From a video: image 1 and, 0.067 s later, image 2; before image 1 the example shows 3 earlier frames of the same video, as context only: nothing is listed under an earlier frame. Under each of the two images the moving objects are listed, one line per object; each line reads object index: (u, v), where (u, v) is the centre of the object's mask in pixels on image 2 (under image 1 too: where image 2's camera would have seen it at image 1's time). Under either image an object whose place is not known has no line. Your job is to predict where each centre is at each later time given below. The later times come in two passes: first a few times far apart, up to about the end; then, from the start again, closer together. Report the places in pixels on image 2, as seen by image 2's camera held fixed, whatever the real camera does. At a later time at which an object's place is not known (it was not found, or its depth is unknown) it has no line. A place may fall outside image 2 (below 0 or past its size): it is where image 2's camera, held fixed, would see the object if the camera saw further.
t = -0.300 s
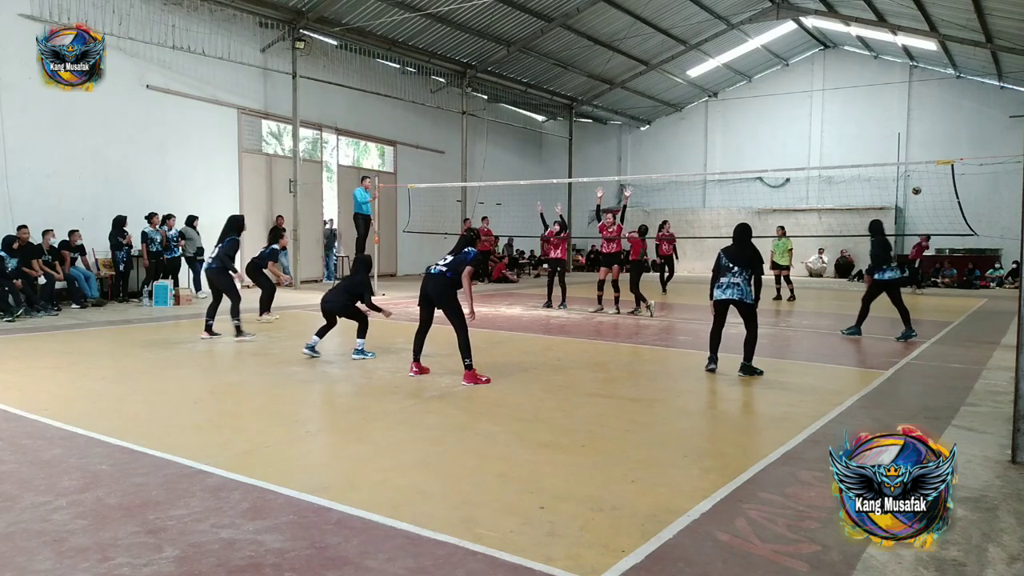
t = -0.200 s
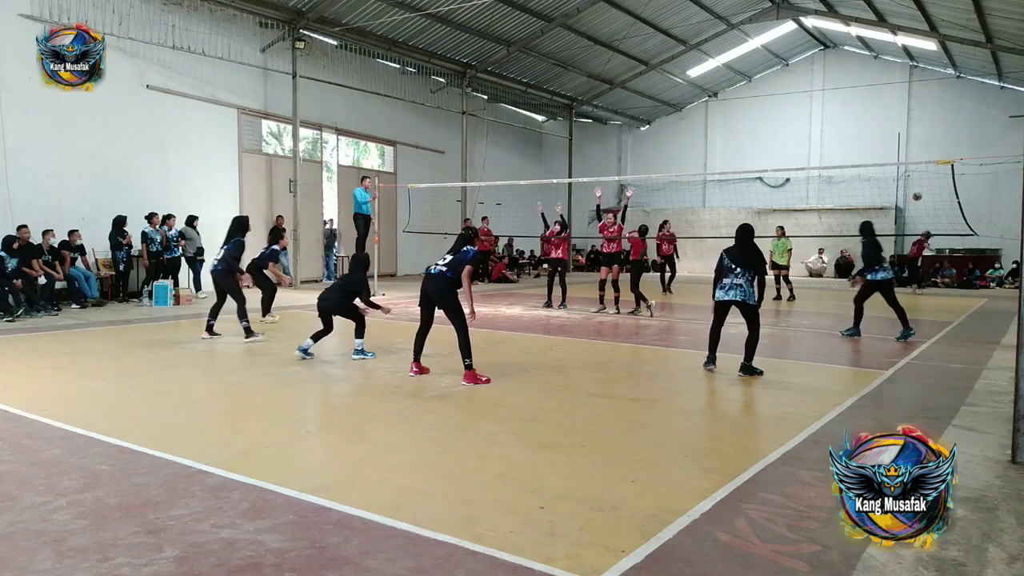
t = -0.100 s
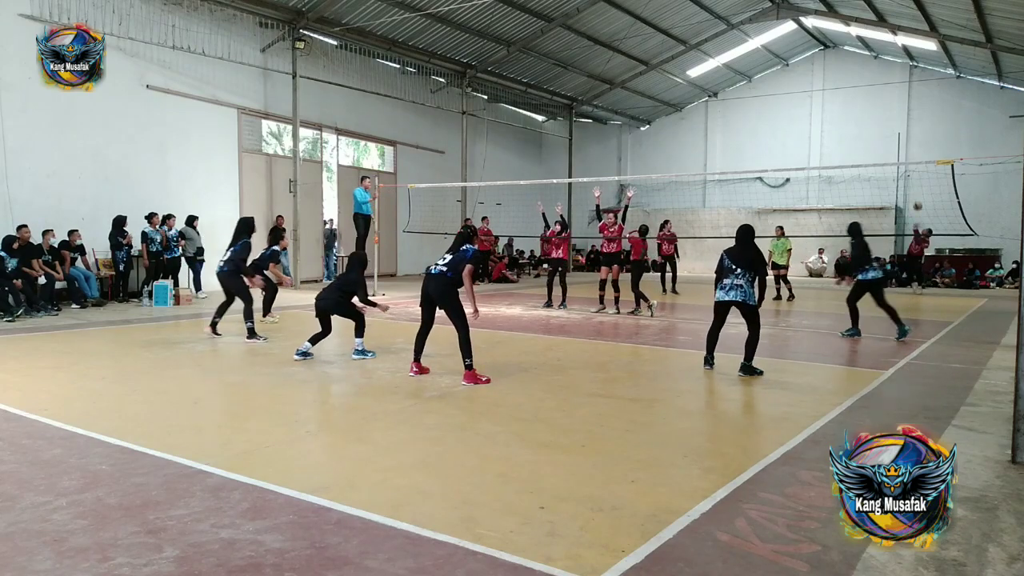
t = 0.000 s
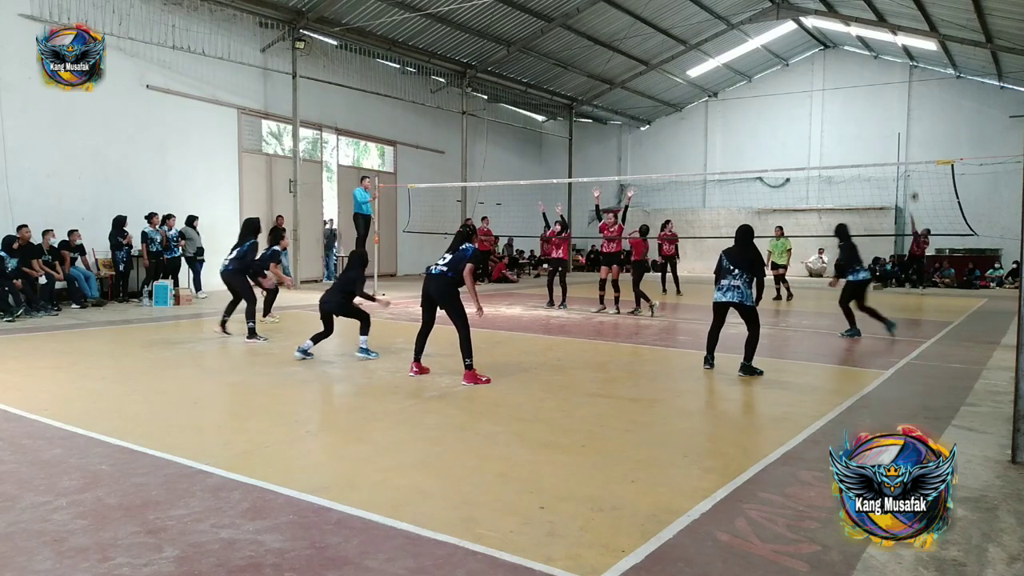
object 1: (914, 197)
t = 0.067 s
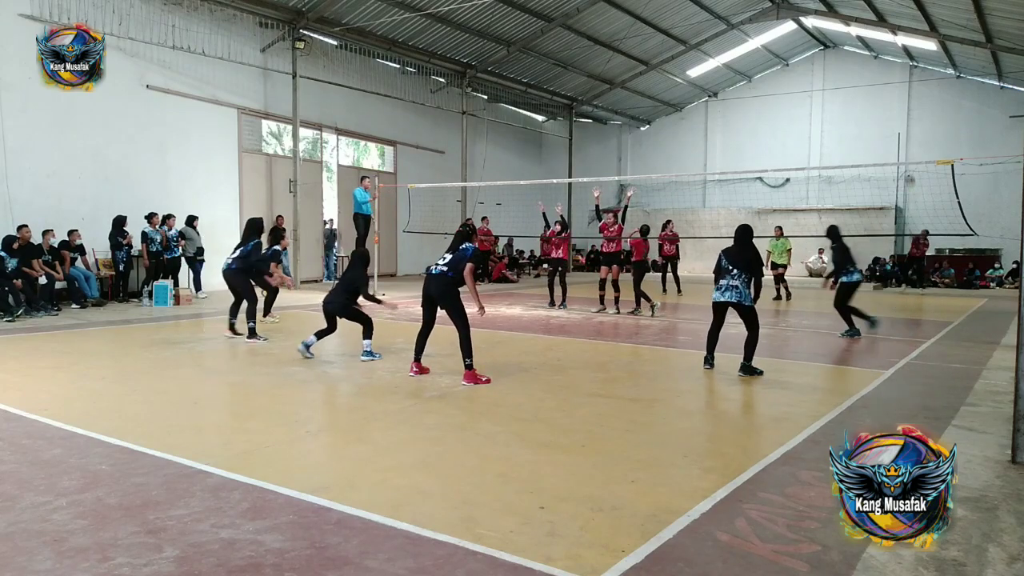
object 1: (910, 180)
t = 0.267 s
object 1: (897, 140)
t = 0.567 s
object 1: (873, 107)
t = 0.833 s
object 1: (843, 125)
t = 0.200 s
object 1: (901, 152)
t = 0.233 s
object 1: (899, 146)
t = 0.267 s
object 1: (897, 140)
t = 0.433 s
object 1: (885, 117)
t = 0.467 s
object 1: (882, 113)
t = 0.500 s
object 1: (879, 110)
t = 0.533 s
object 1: (876, 108)
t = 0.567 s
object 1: (873, 107)
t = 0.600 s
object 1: (870, 106)
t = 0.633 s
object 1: (867, 106)
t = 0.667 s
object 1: (863, 107)
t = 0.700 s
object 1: (860, 109)
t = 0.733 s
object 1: (856, 111)
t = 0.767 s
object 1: (852, 115)
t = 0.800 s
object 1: (848, 119)
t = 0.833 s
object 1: (843, 125)
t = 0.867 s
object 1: (839, 132)
